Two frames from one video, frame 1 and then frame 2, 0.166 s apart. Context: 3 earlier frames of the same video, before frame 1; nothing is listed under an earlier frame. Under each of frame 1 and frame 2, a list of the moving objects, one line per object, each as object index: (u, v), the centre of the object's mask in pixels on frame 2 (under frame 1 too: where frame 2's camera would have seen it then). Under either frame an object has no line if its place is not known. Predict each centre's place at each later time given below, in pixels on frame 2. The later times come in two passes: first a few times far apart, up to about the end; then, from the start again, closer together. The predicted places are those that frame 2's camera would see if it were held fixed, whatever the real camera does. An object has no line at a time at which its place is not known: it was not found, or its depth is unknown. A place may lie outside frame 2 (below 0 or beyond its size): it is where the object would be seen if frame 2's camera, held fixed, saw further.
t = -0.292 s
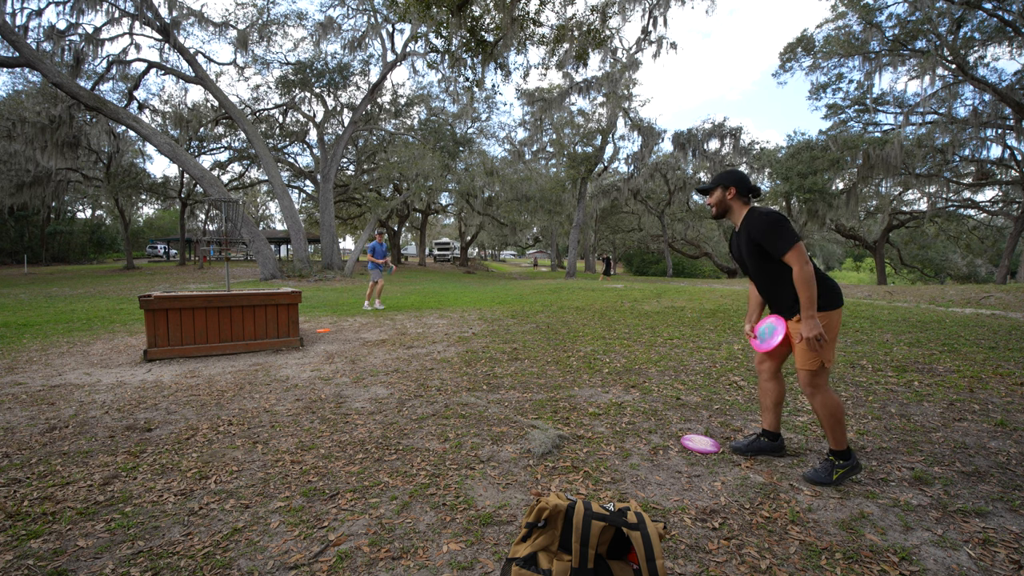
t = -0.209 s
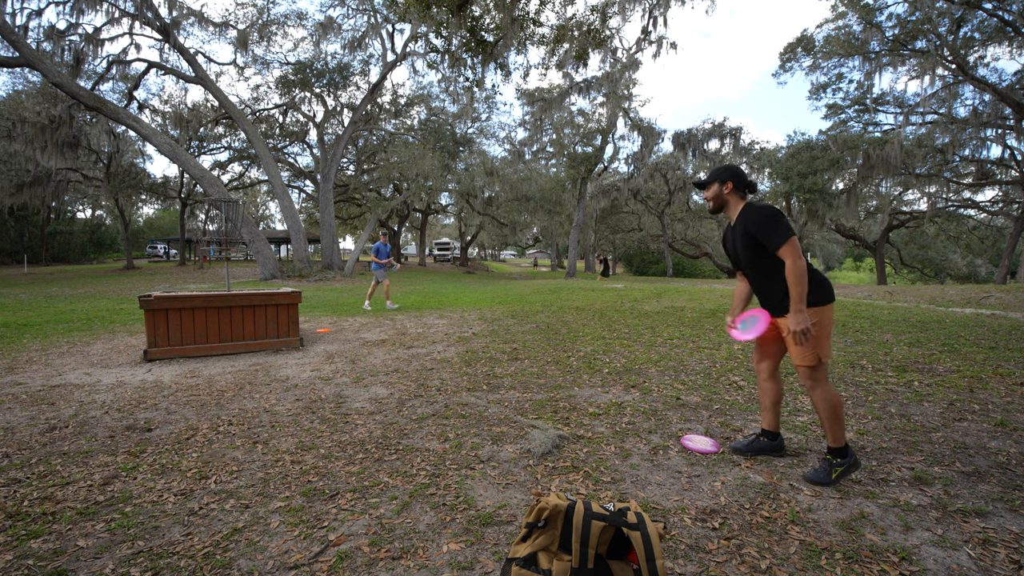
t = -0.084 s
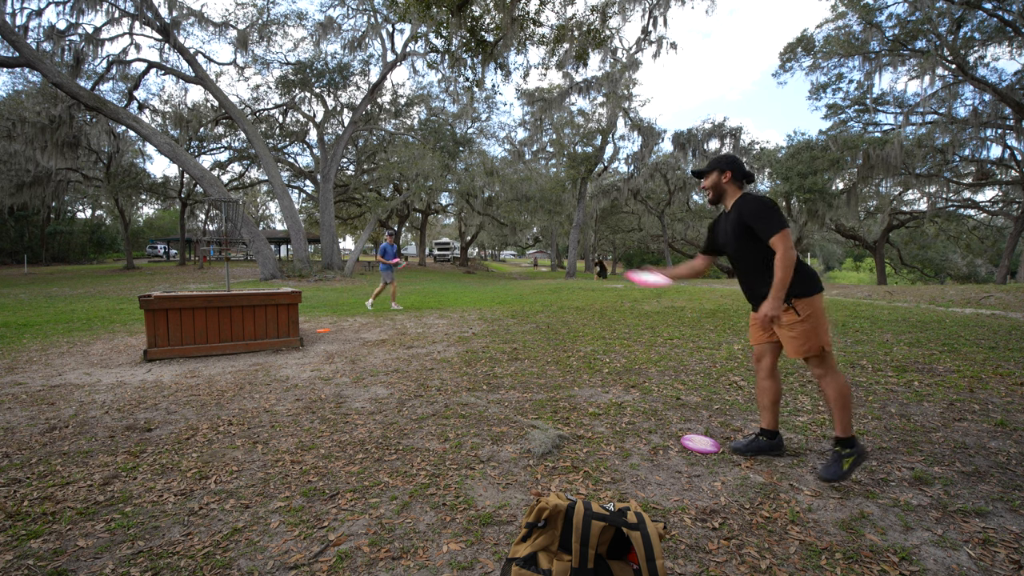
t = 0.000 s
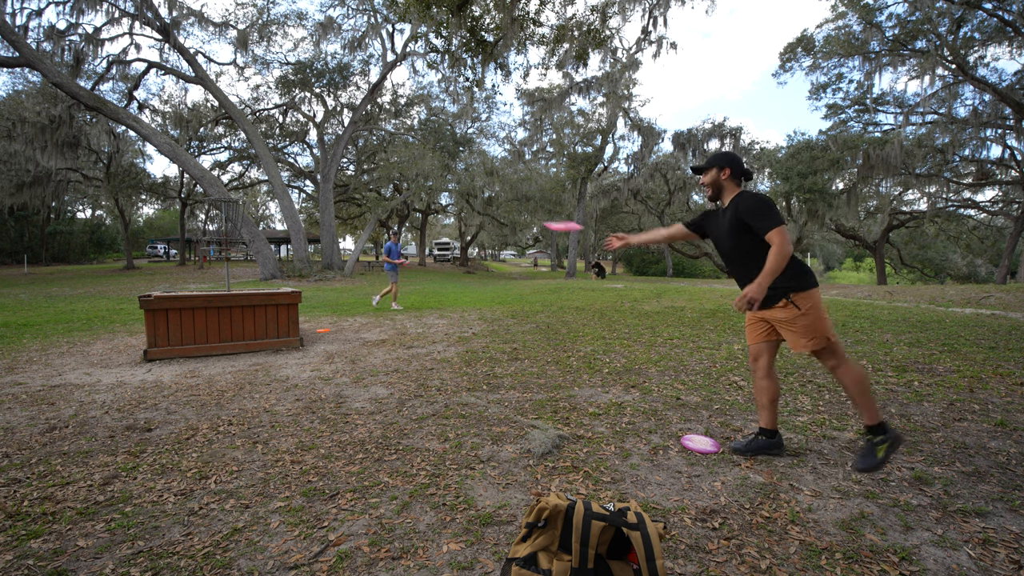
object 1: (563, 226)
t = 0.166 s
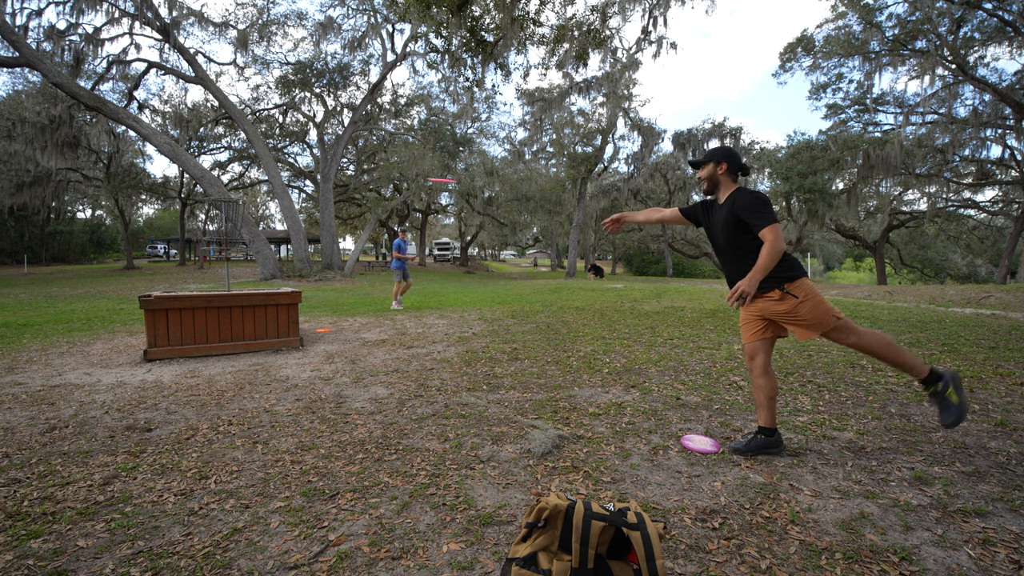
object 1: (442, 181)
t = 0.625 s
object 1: (274, 214)
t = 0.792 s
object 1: (238, 237)
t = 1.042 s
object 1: (233, 250)
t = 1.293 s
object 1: (227, 255)
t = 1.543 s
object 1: (227, 255)
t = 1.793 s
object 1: (227, 256)
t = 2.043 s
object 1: (227, 256)
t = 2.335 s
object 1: (227, 255)
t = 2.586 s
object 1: (227, 255)
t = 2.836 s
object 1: (227, 255)
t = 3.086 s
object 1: (227, 255)
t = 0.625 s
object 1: (274, 214)
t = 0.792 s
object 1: (238, 237)
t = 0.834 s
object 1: (235, 241)
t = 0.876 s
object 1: (236, 246)
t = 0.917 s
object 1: (235, 250)
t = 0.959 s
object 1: (236, 250)
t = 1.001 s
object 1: (235, 250)
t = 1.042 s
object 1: (233, 250)
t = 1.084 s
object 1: (232, 250)
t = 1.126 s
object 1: (231, 252)
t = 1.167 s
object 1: (230, 253)
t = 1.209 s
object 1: (228, 254)
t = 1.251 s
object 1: (227, 255)
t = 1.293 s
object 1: (227, 255)
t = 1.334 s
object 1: (227, 255)
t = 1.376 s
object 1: (228, 255)
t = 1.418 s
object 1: (228, 255)
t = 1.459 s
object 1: (227, 255)
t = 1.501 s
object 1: (227, 255)
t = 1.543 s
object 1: (227, 255)
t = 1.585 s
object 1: (227, 255)
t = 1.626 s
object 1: (227, 256)
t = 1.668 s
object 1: (227, 256)
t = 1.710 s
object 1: (227, 255)
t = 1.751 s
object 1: (227, 256)
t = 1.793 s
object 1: (227, 256)
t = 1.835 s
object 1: (227, 256)
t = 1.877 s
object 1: (227, 256)
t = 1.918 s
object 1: (227, 256)
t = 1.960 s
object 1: (227, 256)
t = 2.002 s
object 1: (227, 256)
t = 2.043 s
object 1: (227, 256)
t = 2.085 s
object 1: (227, 256)
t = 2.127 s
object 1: (228, 255)
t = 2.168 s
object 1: (228, 255)
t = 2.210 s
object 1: (228, 255)
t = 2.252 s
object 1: (228, 255)
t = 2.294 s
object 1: (227, 255)
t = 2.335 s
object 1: (227, 255)
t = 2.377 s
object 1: (227, 255)
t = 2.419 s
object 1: (227, 255)
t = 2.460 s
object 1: (227, 255)
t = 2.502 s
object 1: (227, 255)
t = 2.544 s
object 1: (227, 255)
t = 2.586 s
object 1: (227, 255)
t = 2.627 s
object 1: (227, 255)
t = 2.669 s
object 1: (227, 255)
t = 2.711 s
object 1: (227, 255)
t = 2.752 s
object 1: (228, 255)
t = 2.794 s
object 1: (228, 255)
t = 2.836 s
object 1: (227, 255)
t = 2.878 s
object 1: (227, 255)
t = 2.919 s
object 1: (227, 255)
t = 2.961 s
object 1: (227, 255)
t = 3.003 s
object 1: (227, 255)
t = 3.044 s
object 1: (227, 255)
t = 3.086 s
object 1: (227, 255)
